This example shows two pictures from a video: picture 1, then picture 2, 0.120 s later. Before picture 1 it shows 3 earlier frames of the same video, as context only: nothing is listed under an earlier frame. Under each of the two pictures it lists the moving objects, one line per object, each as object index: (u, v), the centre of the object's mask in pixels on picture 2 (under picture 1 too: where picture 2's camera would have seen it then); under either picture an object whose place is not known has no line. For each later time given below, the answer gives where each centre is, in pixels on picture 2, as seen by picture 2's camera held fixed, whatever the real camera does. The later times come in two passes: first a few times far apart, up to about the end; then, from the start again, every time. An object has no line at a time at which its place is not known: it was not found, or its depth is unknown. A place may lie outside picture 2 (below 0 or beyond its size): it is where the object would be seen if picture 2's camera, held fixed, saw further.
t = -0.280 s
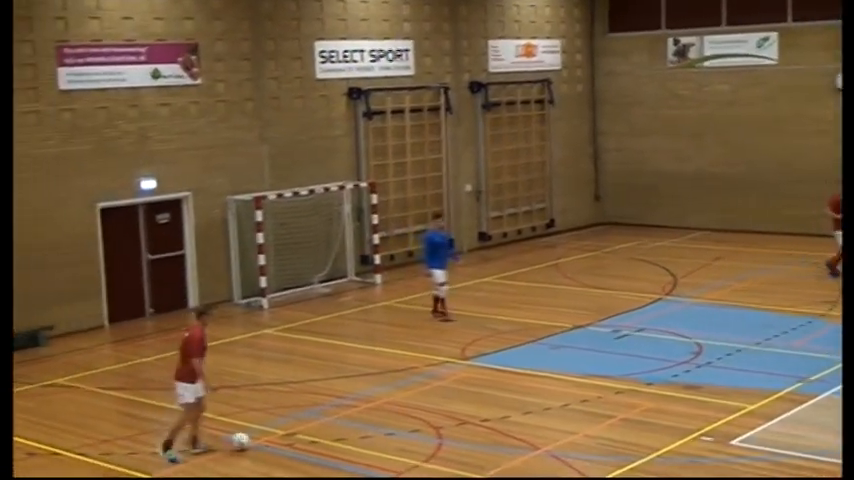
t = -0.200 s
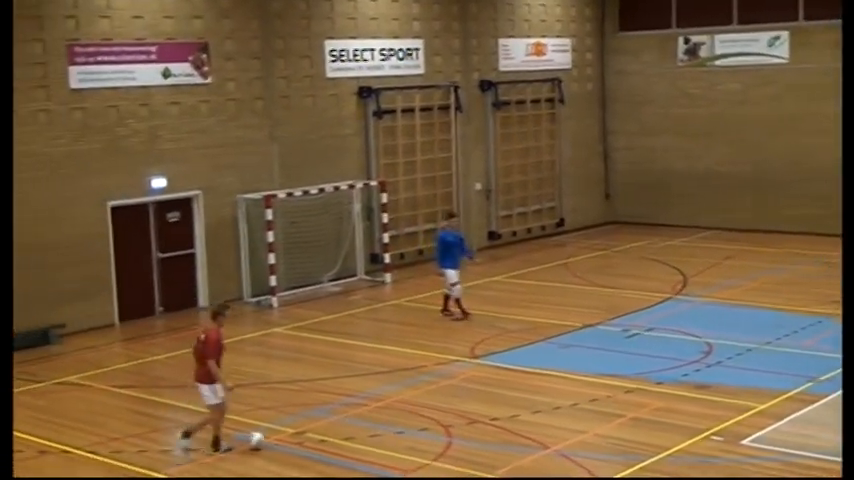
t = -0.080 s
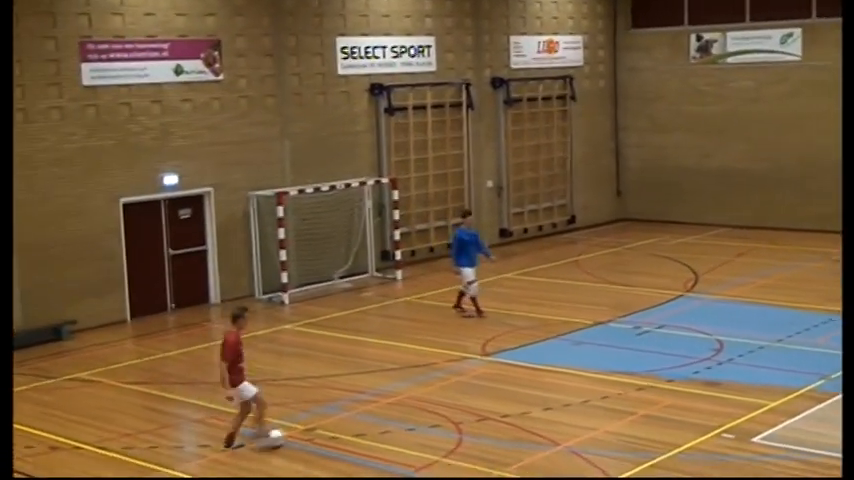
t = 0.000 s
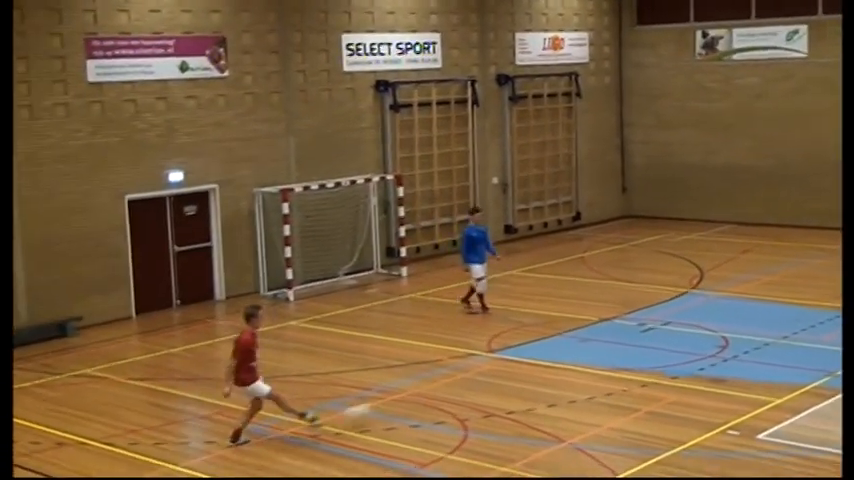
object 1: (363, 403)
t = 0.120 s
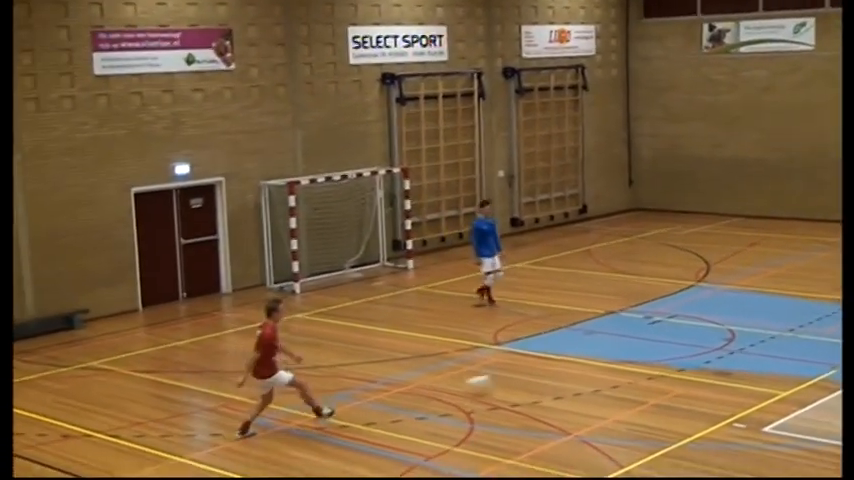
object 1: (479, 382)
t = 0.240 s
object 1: (574, 366)
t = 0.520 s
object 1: (733, 329)
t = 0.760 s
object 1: (831, 308)
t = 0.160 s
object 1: (513, 379)
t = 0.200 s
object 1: (544, 371)
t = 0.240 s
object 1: (574, 366)
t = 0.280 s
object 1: (602, 356)
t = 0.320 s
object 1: (627, 353)
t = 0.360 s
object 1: (650, 348)
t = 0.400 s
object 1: (674, 343)
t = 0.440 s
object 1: (694, 339)
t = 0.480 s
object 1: (716, 334)
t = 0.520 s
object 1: (733, 329)
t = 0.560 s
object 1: (752, 325)
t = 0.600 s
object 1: (770, 322)
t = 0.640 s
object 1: (786, 318)
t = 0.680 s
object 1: (802, 315)
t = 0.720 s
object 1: (818, 311)
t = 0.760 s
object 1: (831, 308)
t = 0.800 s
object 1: (845, 305)
